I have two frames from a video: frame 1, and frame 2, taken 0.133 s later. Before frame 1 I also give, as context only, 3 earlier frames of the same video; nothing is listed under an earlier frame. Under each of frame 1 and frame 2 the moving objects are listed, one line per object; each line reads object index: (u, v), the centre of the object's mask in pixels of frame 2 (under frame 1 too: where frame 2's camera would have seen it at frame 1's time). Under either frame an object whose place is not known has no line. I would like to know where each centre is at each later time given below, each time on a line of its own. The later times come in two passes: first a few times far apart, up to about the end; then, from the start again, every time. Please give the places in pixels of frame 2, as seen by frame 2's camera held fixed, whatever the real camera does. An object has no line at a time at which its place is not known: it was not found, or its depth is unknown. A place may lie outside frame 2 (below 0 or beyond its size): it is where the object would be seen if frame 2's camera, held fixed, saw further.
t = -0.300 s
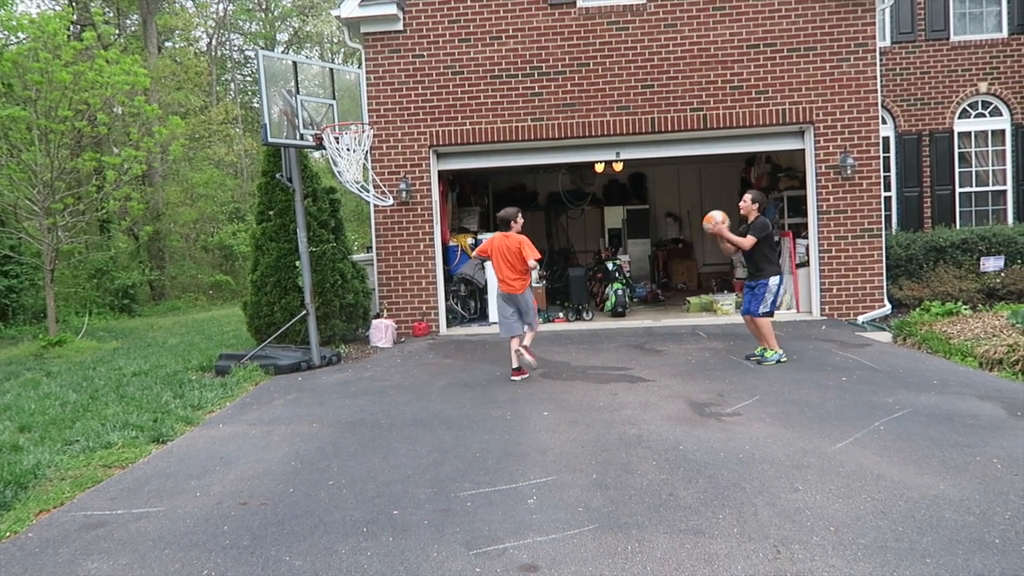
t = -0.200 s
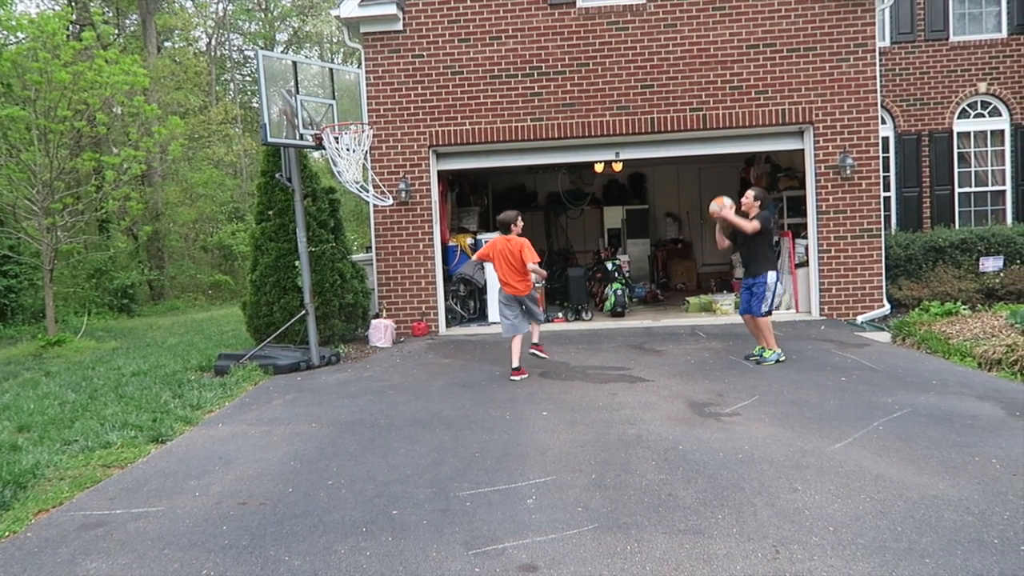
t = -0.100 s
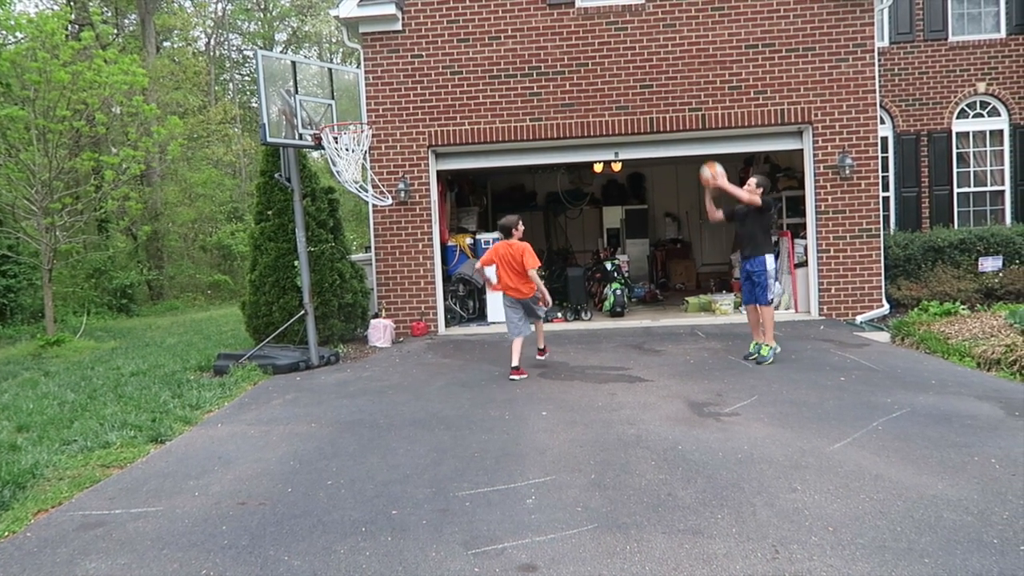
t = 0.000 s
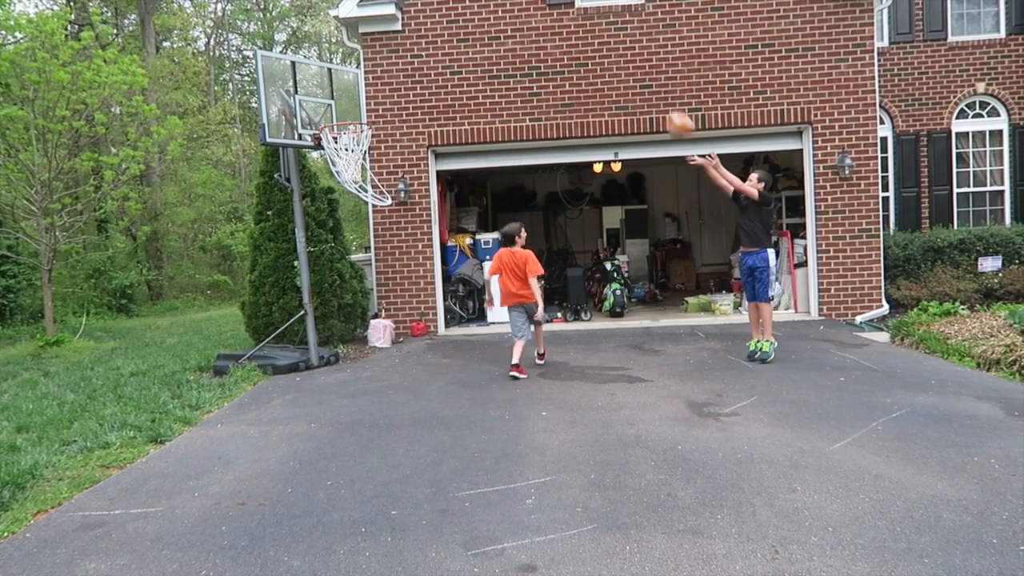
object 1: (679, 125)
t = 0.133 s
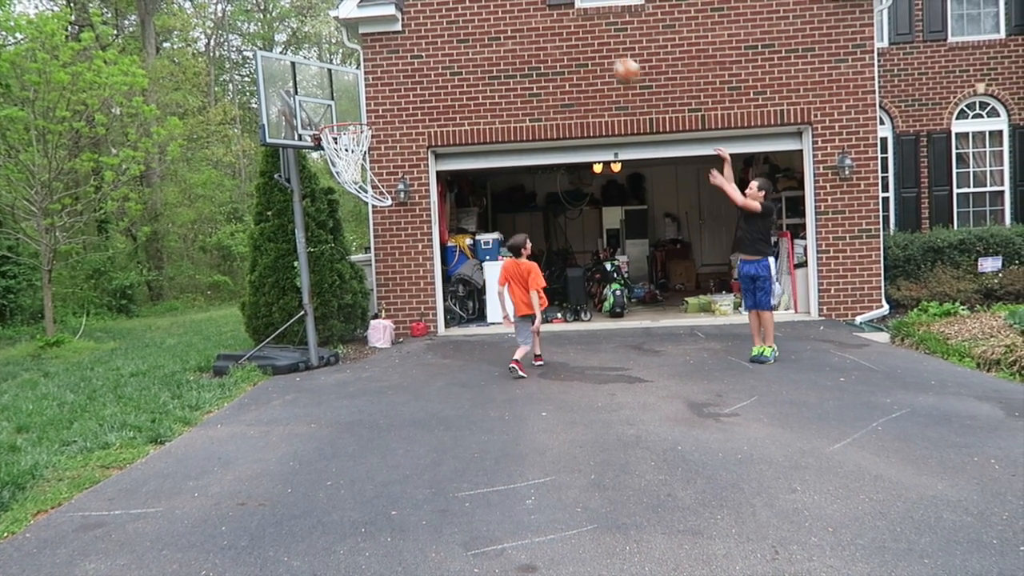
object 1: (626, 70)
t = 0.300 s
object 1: (562, 29)
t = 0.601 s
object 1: (452, 26)
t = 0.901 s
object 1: (350, 114)
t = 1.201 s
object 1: (363, 176)
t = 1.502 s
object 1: (383, 195)
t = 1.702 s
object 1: (401, 218)
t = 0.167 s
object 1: (614, 60)
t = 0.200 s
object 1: (601, 50)
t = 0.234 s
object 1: (588, 42)
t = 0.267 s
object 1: (575, 35)
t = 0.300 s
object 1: (562, 29)
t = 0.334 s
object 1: (550, 24)
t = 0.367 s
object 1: (537, 20)
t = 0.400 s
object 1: (525, 17)
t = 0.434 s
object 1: (512, 16)
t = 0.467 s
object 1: (500, 15)
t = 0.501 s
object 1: (487, 16)
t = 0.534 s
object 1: (476, 18)
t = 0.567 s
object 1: (465, 22)
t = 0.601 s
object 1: (452, 26)
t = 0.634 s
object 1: (441, 32)
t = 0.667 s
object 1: (430, 39)
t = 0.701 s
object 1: (418, 46)
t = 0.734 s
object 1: (407, 55)
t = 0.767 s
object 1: (395, 65)
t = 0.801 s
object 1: (384, 76)
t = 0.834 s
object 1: (373, 89)
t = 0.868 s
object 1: (361, 103)
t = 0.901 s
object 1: (350, 114)
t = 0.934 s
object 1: (340, 135)
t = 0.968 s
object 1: (335, 145)
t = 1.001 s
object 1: (337, 150)
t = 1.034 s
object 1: (346, 160)
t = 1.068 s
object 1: (350, 167)
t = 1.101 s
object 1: (352, 170)
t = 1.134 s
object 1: (356, 170)
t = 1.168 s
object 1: (358, 171)
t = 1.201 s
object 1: (363, 176)
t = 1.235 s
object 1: (366, 177)
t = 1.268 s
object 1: (369, 180)
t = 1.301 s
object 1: (371, 182)
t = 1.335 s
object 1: (372, 184)
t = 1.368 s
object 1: (374, 187)
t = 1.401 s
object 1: (376, 189)
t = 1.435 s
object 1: (378, 191)
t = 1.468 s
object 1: (381, 193)
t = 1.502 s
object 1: (383, 195)
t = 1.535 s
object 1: (386, 197)
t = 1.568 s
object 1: (388, 198)
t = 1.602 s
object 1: (391, 201)
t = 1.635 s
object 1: (395, 206)
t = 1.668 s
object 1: (397, 212)
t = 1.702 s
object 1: (401, 218)
